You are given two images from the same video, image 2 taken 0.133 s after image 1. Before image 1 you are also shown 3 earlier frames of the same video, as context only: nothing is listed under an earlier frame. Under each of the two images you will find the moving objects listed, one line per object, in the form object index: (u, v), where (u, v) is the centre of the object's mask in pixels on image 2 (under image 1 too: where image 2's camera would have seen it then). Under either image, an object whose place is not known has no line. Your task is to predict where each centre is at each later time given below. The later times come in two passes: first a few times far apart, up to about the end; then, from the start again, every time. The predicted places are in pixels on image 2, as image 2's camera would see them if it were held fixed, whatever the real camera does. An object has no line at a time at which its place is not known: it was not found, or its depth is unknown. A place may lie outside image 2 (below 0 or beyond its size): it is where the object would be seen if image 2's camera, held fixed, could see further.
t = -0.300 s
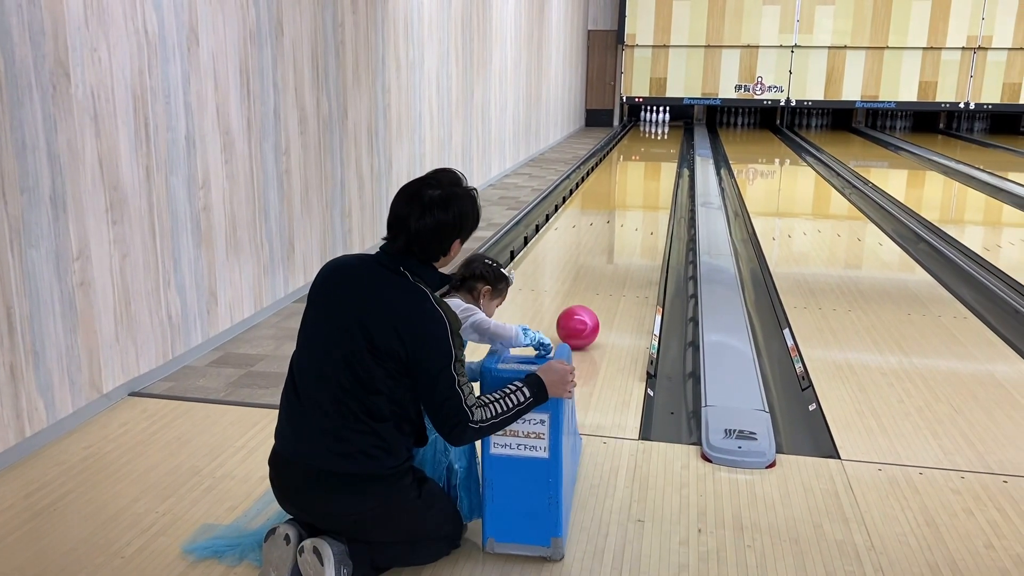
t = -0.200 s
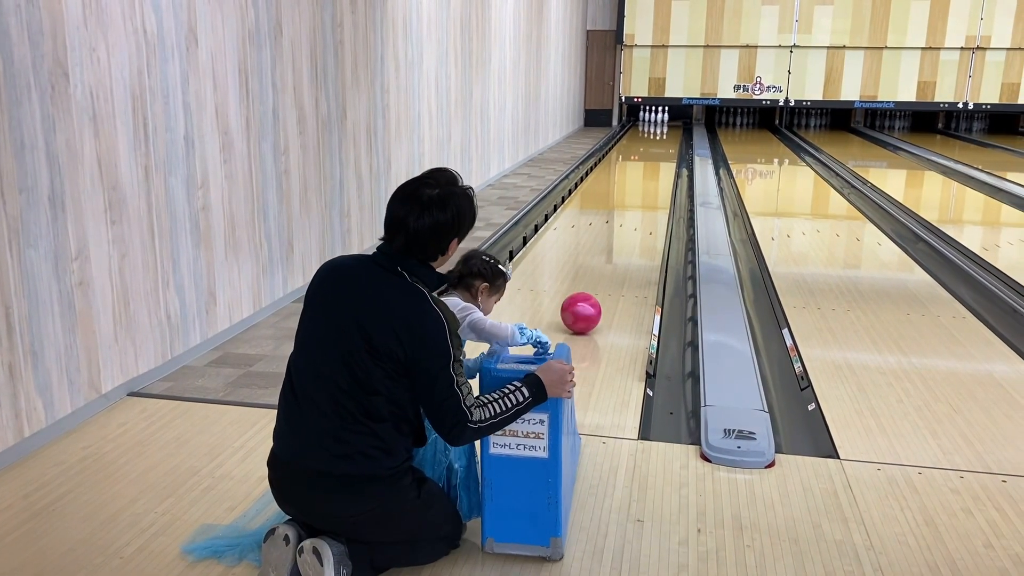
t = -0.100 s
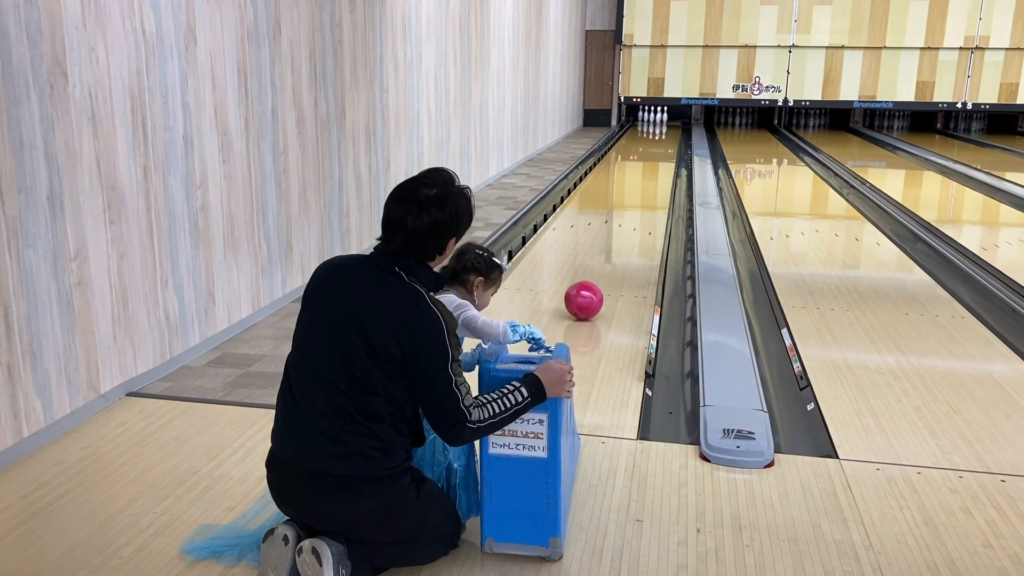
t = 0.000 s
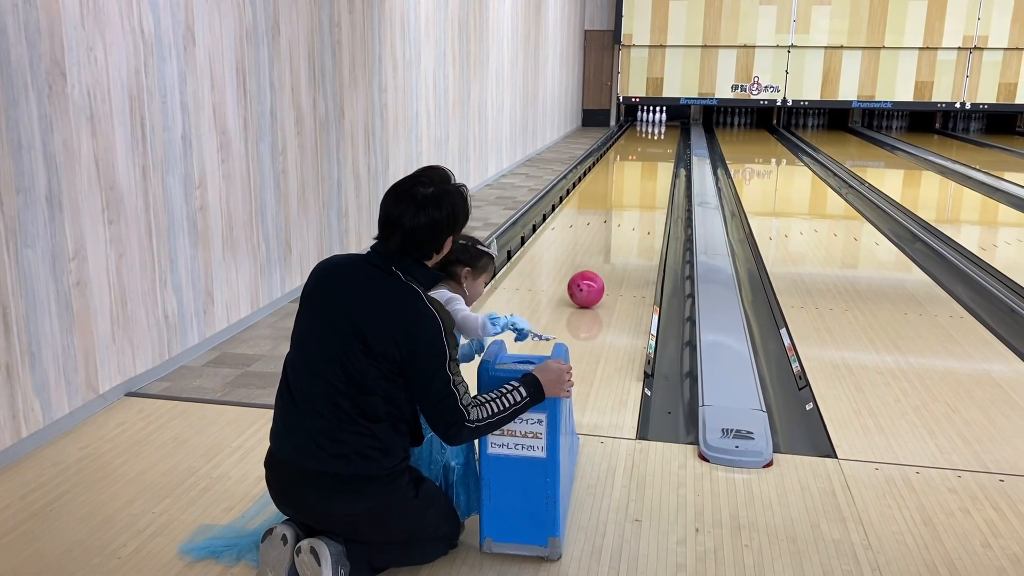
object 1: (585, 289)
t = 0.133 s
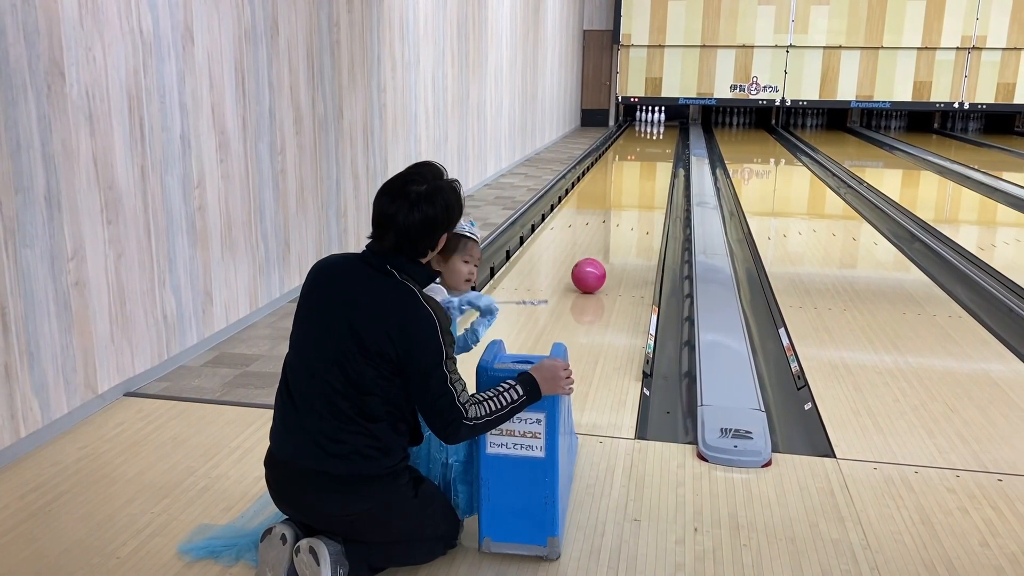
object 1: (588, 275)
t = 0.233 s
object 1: (591, 267)
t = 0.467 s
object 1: (596, 248)
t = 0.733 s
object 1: (601, 231)
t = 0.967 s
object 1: (605, 219)
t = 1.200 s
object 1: (608, 208)
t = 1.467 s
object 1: (611, 198)
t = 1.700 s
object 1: (614, 190)
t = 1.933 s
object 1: (616, 183)
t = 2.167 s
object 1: (618, 177)
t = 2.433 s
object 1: (620, 171)
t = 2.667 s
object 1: (621, 166)
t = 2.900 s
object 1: (623, 162)
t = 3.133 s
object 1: (624, 158)
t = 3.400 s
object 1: (626, 154)
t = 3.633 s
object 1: (628, 150)
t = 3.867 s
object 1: (629, 147)
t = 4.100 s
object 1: (630, 144)
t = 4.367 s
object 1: (631, 141)
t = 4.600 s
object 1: (633, 138)
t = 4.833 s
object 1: (634, 136)
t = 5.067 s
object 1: (634, 134)
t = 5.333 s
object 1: (635, 132)
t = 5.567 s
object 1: (635, 130)
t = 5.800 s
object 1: (636, 129)
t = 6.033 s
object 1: (636, 127)
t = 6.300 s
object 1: (636, 126)
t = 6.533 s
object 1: (637, 124)
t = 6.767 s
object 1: (638, 123)
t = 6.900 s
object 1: (638, 122)
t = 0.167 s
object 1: (589, 272)
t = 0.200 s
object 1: (590, 270)
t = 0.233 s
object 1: (591, 267)
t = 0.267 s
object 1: (592, 264)
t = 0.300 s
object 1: (593, 261)
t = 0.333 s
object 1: (594, 258)
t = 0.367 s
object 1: (594, 256)
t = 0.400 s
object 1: (595, 253)
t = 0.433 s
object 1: (596, 251)
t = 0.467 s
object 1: (596, 248)
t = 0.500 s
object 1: (597, 246)
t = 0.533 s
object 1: (598, 244)
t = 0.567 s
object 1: (598, 241)
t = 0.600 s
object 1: (599, 239)
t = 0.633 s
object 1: (600, 237)
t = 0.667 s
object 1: (600, 235)
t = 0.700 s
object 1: (601, 233)
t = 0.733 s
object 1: (601, 231)
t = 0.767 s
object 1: (602, 229)
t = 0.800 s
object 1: (602, 228)
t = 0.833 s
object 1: (603, 226)
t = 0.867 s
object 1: (604, 224)
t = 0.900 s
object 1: (604, 222)
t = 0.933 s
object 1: (604, 221)
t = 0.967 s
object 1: (605, 219)
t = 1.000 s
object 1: (605, 217)
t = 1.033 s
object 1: (606, 216)
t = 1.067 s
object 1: (606, 214)
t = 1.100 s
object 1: (607, 213)
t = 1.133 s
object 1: (608, 211)
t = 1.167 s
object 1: (608, 210)
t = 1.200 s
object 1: (608, 208)
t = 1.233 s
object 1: (609, 207)
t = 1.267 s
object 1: (609, 205)
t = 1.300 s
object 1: (609, 204)
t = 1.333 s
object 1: (610, 203)
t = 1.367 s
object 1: (610, 202)
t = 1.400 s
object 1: (611, 200)
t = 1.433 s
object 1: (611, 199)
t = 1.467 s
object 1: (611, 198)
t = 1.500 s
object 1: (612, 197)
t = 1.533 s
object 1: (612, 196)
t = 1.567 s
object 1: (612, 194)
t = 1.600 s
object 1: (613, 193)
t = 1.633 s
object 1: (613, 192)
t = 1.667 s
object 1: (613, 191)
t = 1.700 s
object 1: (614, 190)
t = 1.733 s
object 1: (614, 189)
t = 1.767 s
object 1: (614, 188)
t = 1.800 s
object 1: (615, 187)
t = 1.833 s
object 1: (615, 186)
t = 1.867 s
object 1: (615, 185)
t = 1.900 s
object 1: (615, 184)
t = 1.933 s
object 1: (616, 183)
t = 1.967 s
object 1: (616, 182)
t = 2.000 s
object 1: (616, 181)
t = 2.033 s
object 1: (617, 180)
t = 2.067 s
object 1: (617, 179)
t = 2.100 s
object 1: (617, 179)
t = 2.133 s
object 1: (617, 178)
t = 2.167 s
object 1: (618, 177)
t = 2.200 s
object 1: (618, 176)
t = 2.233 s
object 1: (618, 175)
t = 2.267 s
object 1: (618, 174)
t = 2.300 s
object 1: (619, 173)
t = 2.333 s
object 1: (619, 173)
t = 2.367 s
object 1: (619, 172)
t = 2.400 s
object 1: (619, 171)
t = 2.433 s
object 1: (620, 171)
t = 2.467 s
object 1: (620, 170)
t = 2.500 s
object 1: (620, 169)
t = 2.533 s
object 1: (620, 168)
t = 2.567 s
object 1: (621, 168)
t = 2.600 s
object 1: (621, 167)
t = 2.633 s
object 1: (621, 167)
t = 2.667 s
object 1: (621, 166)
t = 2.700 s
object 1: (621, 166)
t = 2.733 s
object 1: (622, 165)
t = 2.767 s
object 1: (622, 164)
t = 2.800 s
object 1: (622, 163)
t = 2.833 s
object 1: (622, 163)
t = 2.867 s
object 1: (623, 162)
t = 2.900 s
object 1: (623, 162)
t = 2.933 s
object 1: (623, 161)
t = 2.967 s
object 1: (623, 160)
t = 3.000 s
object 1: (624, 160)
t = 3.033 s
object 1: (624, 159)
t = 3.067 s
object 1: (624, 159)
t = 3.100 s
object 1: (624, 158)
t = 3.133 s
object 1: (624, 158)
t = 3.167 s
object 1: (624, 158)
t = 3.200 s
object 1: (625, 157)
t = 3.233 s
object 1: (625, 156)
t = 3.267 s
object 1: (625, 155)
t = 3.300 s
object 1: (626, 155)
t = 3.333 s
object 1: (626, 154)
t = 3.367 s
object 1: (626, 154)
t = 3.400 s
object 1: (626, 154)
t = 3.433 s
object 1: (626, 153)
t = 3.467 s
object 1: (626, 153)
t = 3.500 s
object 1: (626, 152)
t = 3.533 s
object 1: (627, 152)
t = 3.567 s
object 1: (627, 151)
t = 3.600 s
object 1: (628, 151)
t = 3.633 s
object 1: (628, 150)
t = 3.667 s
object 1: (628, 150)
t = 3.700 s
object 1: (628, 149)
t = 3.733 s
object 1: (628, 149)
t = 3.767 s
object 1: (628, 148)
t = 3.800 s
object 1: (629, 148)
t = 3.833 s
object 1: (629, 148)
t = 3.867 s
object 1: (629, 147)
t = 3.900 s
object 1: (629, 146)
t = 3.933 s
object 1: (629, 146)
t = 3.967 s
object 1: (629, 146)
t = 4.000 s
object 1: (630, 145)
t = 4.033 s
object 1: (630, 145)
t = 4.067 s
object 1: (630, 145)
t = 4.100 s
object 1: (630, 144)
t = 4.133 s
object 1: (630, 144)
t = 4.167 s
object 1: (630, 143)
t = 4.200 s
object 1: (630, 143)
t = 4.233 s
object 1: (631, 142)
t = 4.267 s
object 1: (631, 142)
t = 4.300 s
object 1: (631, 142)
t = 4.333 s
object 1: (631, 141)
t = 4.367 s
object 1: (631, 141)
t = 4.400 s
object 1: (631, 141)
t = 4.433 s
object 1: (632, 140)
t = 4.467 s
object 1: (632, 140)
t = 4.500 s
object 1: (632, 140)
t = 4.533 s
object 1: (632, 139)
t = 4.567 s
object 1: (632, 139)
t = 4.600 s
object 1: (633, 138)
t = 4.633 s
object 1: (633, 138)
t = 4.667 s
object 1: (632, 138)
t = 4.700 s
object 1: (633, 138)
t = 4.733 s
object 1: (633, 137)
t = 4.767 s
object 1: (633, 137)
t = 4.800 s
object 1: (633, 137)
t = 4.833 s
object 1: (634, 136)
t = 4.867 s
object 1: (634, 136)
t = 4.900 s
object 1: (634, 136)
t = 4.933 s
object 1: (634, 135)
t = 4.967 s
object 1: (634, 135)
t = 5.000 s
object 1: (634, 135)
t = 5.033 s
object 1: (634, 135)
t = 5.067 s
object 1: (634, 134)
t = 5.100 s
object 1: (634, 134)
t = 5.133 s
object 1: (634, 134)
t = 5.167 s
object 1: (634, 133)
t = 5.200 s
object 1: (635, 133)
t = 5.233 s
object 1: (635, 133)
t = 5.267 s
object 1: (635, 133)
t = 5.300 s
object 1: (635, 132)
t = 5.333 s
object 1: (635, 132)
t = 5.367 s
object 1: (635, 132)
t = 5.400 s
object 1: (635, 131)
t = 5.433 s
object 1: (635, 131)
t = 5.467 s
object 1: (635, 131)
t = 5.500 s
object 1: (635, 131)
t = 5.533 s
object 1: (635, 130)
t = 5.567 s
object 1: (635, 130)
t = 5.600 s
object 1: (635, 130)
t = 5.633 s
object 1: (635, 130)
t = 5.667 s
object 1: (635, 130)
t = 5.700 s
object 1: (635, 130)
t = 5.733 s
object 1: (636, 129)
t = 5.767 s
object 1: (636, 129)
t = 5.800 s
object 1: (636, 129)
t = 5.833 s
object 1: (636, 128)
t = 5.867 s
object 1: (636, 128)
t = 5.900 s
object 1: (636, 128)
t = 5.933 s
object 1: (636, 128)
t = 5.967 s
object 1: (637, 128)
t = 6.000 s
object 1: (636, 127)
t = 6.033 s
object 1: (636, 127)
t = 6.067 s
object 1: (636, 127)
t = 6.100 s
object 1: (636, 127)
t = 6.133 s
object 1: (636, 127)
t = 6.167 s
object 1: (636, 127)
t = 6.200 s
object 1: (636, 126)
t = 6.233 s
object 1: (636, 126)
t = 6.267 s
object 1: (636, 126)
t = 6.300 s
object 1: (636, 126)
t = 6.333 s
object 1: (637, 125)
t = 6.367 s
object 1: (637, 125)
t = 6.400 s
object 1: (637, 125)
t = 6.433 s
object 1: (637, 125)
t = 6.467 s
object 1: (637, 125)
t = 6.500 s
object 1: (637, 125)
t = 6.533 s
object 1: (637, 124)
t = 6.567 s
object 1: (637, 124)
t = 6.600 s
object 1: (637, 124)
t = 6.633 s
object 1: (637, 124)
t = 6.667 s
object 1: (637, 124)
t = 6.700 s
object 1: (637, 123)
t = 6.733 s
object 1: (637, 123)
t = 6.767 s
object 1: (638, 123)
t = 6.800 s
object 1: (637, 123)
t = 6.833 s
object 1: (638, 123)
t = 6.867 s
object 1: (638, 123)
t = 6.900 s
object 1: (638, 122)
